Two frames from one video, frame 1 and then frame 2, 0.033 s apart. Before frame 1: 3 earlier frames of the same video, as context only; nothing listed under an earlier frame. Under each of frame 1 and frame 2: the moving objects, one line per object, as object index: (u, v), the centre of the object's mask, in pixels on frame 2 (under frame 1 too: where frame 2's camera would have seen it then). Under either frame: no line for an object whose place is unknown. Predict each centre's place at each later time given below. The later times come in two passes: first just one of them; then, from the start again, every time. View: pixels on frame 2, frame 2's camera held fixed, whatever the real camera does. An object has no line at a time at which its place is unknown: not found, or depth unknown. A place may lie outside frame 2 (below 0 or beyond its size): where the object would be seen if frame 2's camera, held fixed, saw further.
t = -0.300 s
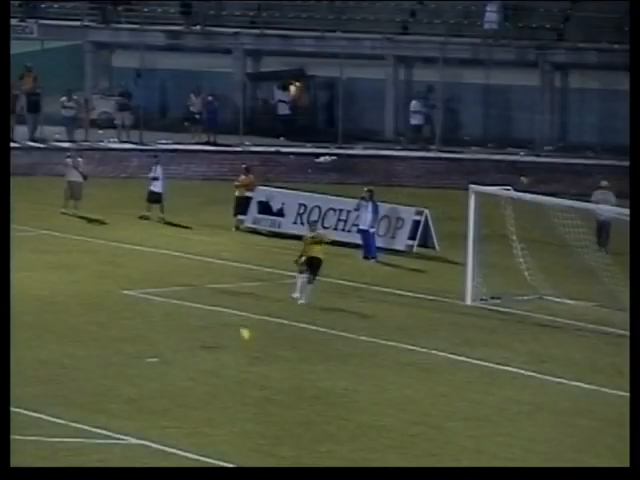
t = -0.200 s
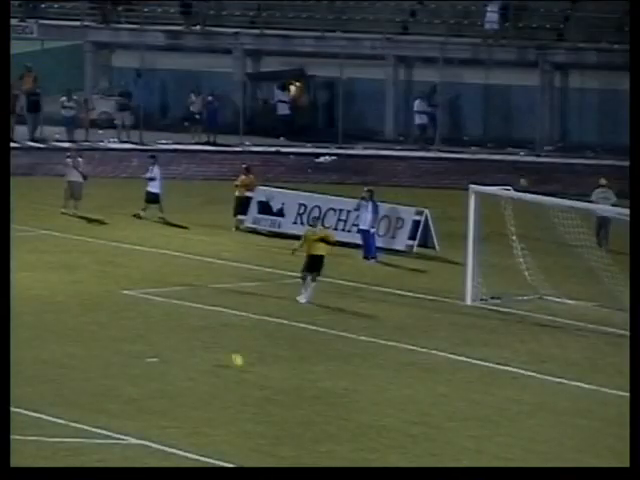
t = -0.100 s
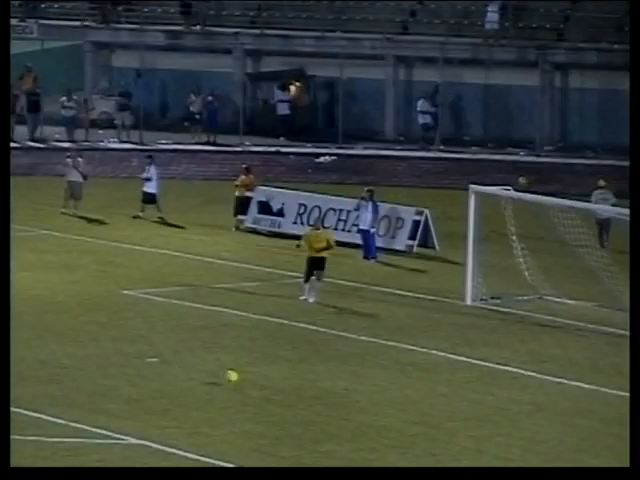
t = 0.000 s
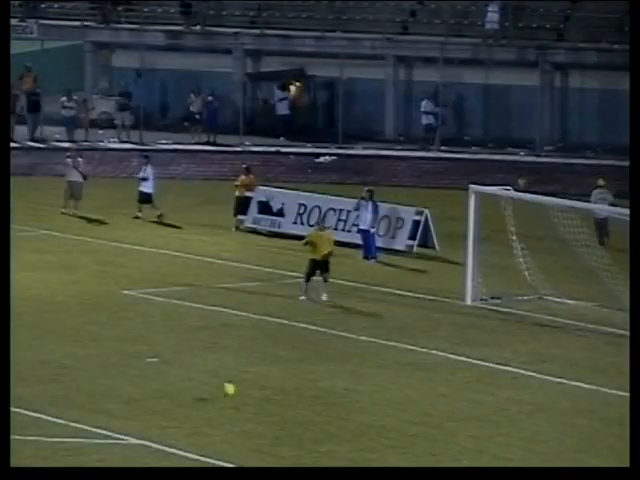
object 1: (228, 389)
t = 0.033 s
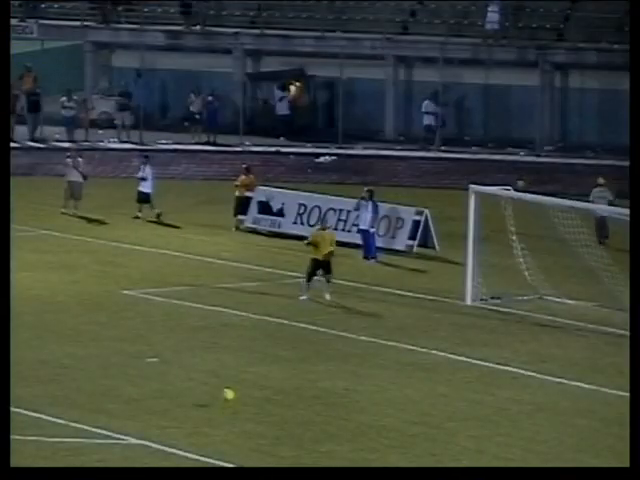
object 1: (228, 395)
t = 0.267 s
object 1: (221, 431)
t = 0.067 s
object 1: (227, 401)
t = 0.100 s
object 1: (227, 409)
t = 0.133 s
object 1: (226, 417)
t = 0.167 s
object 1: (225, 426)
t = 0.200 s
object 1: (225, 428)
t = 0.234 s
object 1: (226, 430)
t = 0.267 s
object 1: (221, 431)
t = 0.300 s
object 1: (220, 432)
